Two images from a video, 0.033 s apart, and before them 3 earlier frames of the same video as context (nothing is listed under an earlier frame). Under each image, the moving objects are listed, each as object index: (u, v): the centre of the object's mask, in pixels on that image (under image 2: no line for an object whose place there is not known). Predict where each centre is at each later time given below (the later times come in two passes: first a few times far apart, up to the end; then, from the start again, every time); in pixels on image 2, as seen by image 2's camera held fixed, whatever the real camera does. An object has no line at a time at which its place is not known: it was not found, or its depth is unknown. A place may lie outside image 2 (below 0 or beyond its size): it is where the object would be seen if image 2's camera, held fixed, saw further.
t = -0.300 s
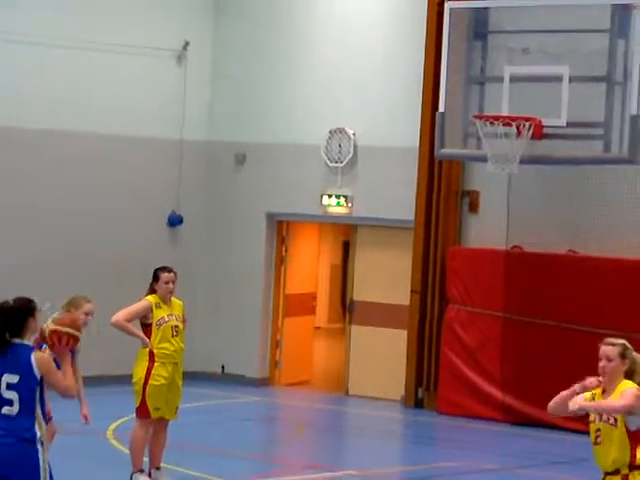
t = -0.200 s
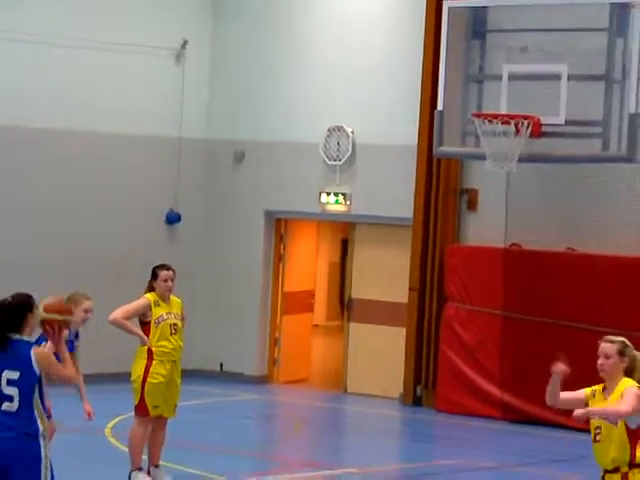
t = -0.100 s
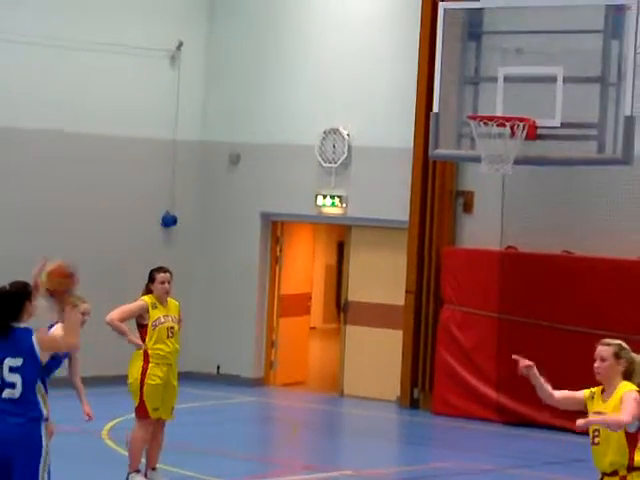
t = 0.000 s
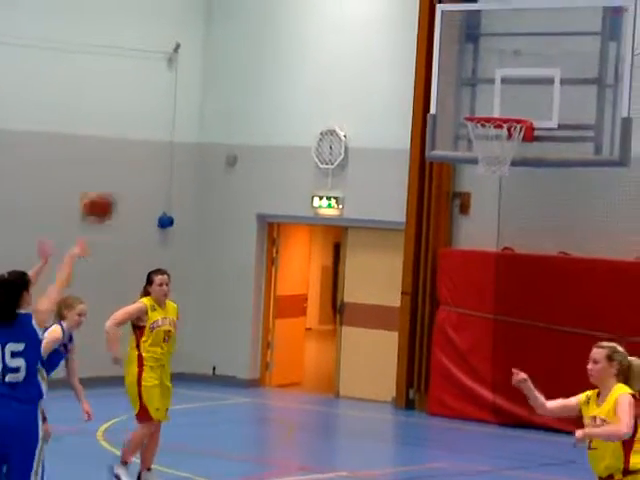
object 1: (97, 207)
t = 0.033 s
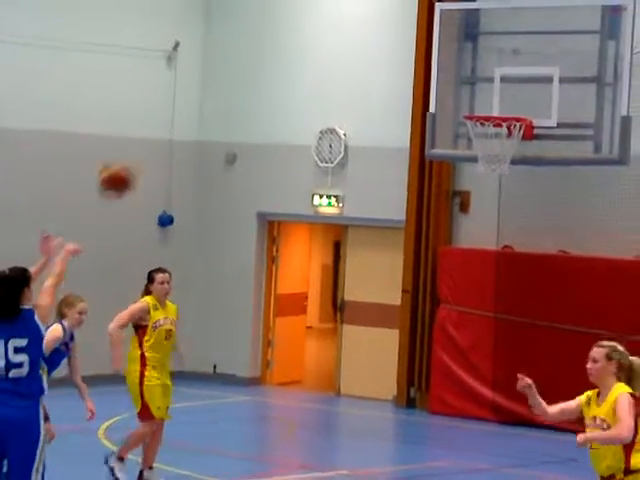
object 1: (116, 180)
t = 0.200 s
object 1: (206, 82)
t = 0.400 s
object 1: (302, 26)
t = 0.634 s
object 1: (403, 34)
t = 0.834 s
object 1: (479, 99)
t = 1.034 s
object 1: (511, 78)
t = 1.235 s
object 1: (515, 83)
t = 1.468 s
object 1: (489, 110)
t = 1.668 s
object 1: (492, 147)
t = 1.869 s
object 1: (501, 160)
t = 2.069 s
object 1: (486, 166)
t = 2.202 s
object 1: (480, 188)
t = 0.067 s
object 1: (134, 156)
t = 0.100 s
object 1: (153, 135)
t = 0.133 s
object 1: (172, 114)
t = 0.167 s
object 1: (189, 97)
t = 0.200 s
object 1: (206, 82)
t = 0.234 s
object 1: (224, 68)
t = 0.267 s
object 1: (240, 56)
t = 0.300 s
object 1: (255, 47)
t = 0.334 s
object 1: (272, 37)
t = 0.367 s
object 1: (288, 30)
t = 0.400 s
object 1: (302, 26)
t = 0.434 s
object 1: (317, 23)
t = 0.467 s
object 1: (332, 22)
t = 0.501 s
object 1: (348, 22)
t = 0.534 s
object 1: (363, 23)
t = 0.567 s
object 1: (375, 25)
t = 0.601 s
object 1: (390, 28)
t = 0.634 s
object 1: (403, 34)
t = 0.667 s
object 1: (416, 42)
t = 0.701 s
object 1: (431, 50)
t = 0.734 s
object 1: (442, 61)
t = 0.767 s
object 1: (449, 73)
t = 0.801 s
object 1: (465, 87)
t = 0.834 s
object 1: (479, 99)
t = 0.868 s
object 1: (485, 95)
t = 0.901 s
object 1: (490, 89)
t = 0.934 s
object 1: (497, 86)
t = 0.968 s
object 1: (501, 82)
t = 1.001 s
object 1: (506, 78)
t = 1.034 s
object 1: (511, 78)
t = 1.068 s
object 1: (515, 79)
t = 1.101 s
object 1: (521, 81)
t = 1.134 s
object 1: (526, 83)
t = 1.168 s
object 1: (523, 82)
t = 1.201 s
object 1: (520, 82)
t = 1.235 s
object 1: (515, 83)
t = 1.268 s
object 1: (512, 87)
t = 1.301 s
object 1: (509, 90)
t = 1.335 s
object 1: (504, 100)
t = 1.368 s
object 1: (501, 106)
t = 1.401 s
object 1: (497, 108)
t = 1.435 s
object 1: (493, 108)
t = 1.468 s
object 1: (489, 110)
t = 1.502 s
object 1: (485, 120)
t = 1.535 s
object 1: (485, 129)
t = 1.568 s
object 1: (484, 134)
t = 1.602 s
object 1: (485, 139)
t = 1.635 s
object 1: (488, 144)
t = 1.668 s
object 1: (492, 147)
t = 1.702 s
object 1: (499, 150)
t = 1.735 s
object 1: (500, 152)
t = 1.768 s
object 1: (501, 156)
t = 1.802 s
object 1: (502, 159)
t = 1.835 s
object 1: (501, 159)
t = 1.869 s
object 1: (501, 160)
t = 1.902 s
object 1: (500, 160)
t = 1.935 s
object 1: (497, 160)
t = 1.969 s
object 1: (493, 161)
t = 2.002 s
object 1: (491, 161)
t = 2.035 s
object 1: (489, 162)
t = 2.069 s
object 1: (486, 166)
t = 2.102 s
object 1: (486, 171)
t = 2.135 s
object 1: (484, 175)
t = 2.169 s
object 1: (482, 180)
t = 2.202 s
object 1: (480, 188)
